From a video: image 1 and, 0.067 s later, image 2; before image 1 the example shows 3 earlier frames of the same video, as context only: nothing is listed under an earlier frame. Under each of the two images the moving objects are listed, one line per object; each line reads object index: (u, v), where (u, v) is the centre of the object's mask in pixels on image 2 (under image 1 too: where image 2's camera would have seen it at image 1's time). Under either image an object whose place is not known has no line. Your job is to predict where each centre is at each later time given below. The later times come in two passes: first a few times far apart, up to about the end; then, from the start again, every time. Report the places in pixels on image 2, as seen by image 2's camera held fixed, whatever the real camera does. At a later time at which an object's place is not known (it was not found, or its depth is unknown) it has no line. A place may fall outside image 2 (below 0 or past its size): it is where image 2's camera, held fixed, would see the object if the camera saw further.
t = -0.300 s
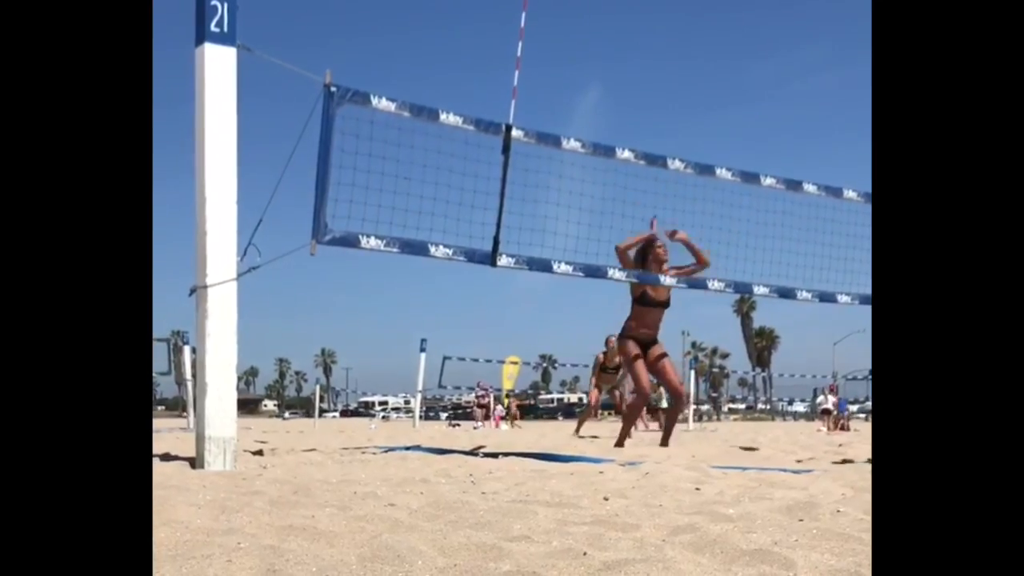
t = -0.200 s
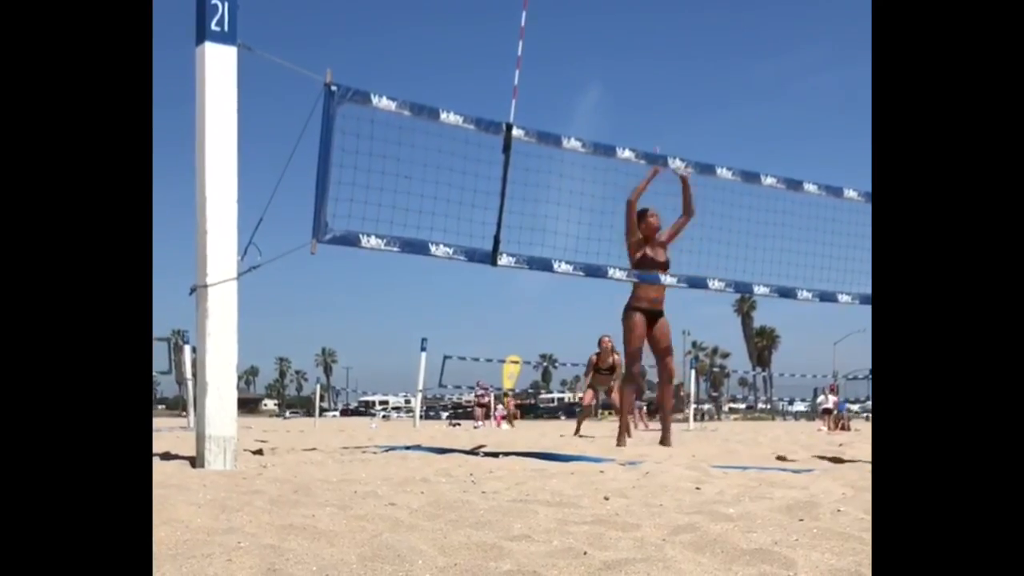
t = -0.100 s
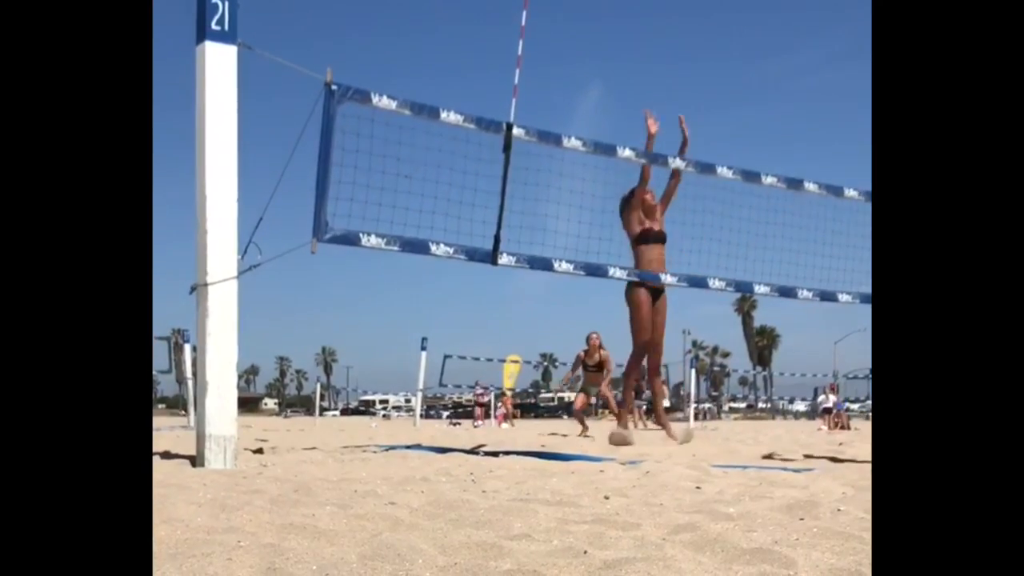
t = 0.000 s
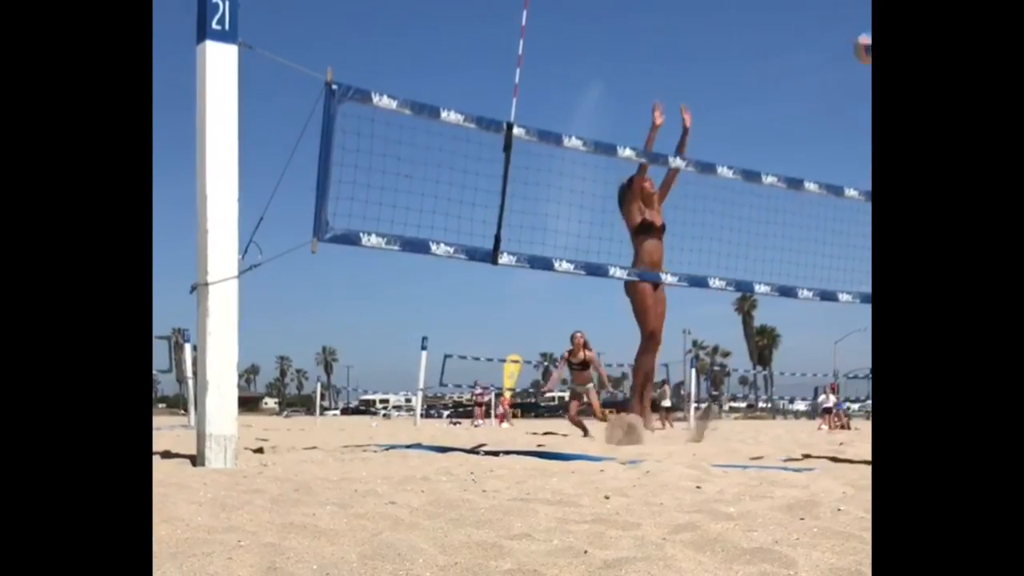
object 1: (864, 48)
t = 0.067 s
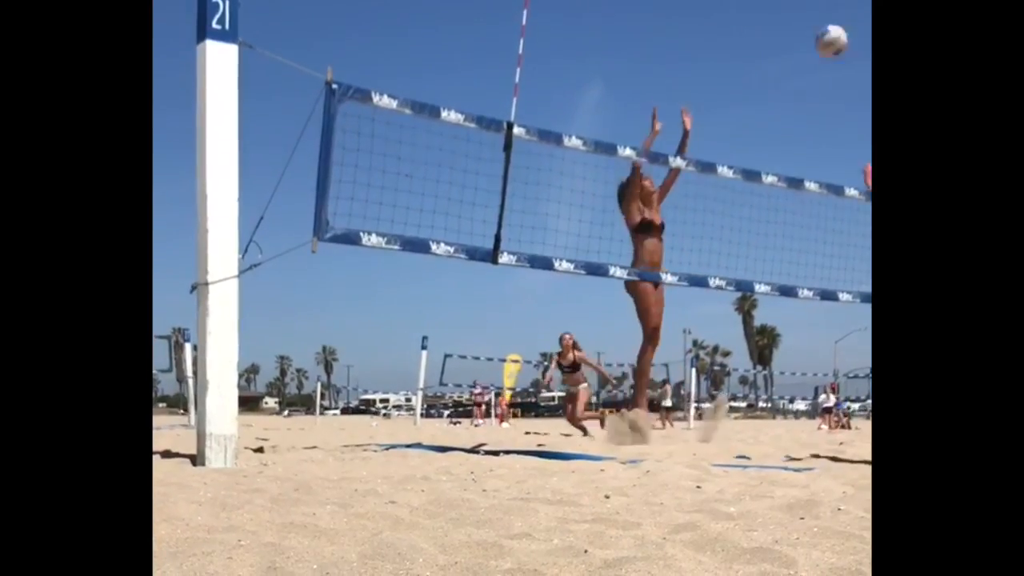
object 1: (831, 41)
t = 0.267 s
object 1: (730, 59)
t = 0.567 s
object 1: (613, 168)
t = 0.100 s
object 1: (813, 39)
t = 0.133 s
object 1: (795, 39)
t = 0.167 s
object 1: (778, 42)
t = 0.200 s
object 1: (762, 46)
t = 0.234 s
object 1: (745, 52)
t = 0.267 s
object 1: (730, 59)
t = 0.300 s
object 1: (715, 66)
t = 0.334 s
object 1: (701, 74)
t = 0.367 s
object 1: (686, 84)
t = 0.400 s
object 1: (674, 95)
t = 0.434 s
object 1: (661, 108)
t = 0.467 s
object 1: (648, 122)
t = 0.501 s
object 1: (637, 136)
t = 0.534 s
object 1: (629, 143)
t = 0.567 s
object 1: (613, 168)
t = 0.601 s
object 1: (603, 183)
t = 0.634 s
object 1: (593, 201)
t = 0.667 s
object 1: (584, 220)
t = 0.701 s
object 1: (574, 239)
